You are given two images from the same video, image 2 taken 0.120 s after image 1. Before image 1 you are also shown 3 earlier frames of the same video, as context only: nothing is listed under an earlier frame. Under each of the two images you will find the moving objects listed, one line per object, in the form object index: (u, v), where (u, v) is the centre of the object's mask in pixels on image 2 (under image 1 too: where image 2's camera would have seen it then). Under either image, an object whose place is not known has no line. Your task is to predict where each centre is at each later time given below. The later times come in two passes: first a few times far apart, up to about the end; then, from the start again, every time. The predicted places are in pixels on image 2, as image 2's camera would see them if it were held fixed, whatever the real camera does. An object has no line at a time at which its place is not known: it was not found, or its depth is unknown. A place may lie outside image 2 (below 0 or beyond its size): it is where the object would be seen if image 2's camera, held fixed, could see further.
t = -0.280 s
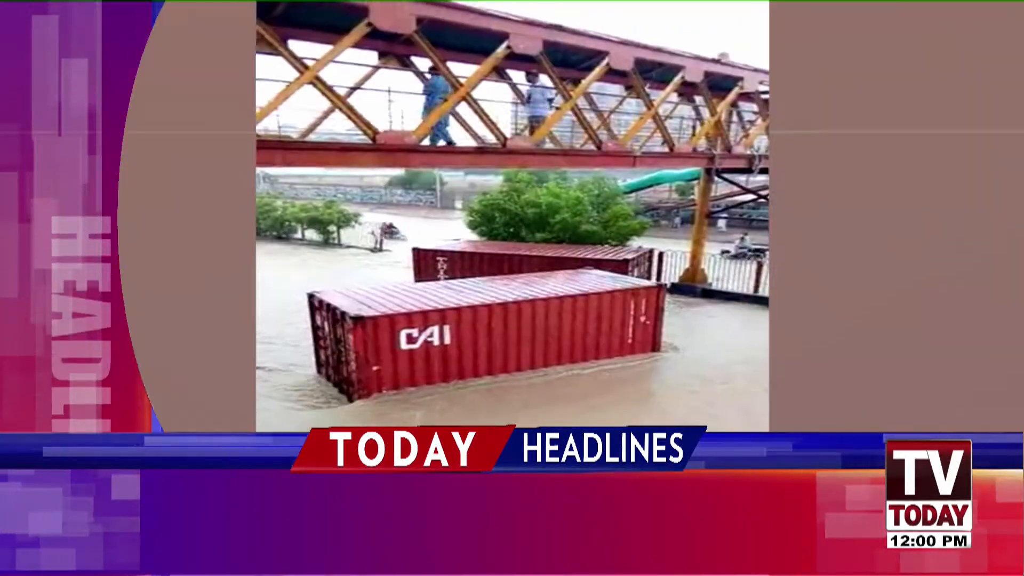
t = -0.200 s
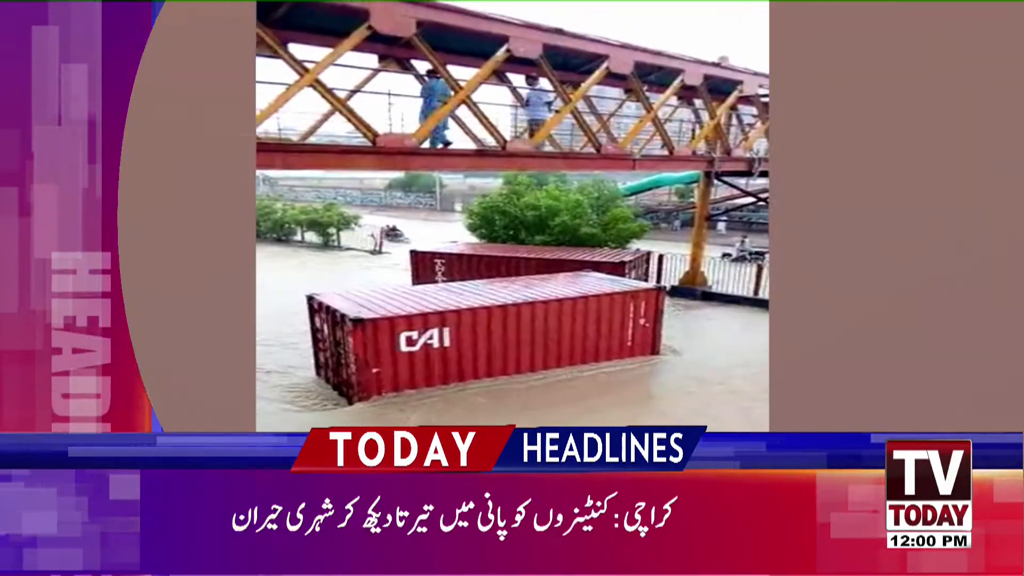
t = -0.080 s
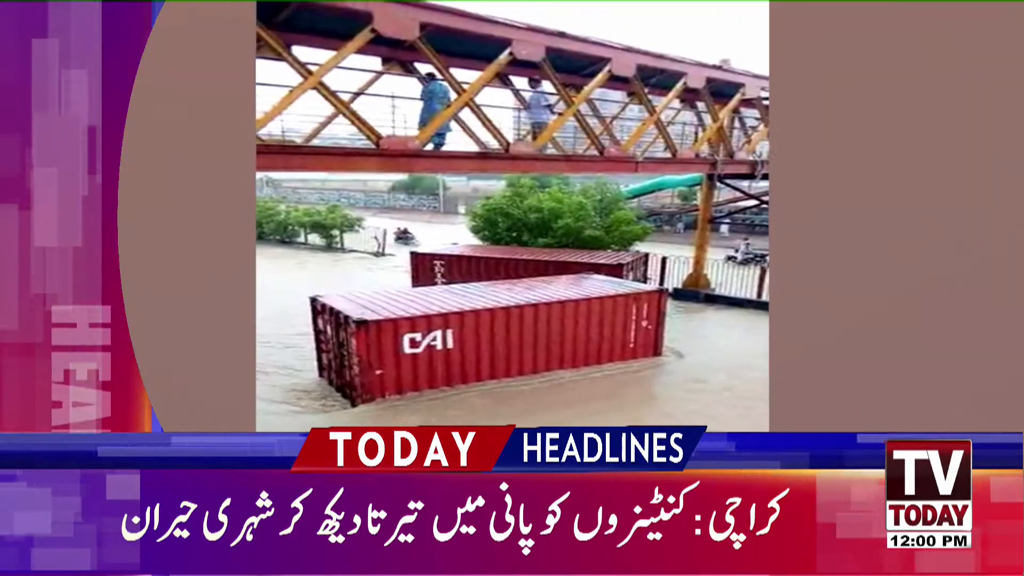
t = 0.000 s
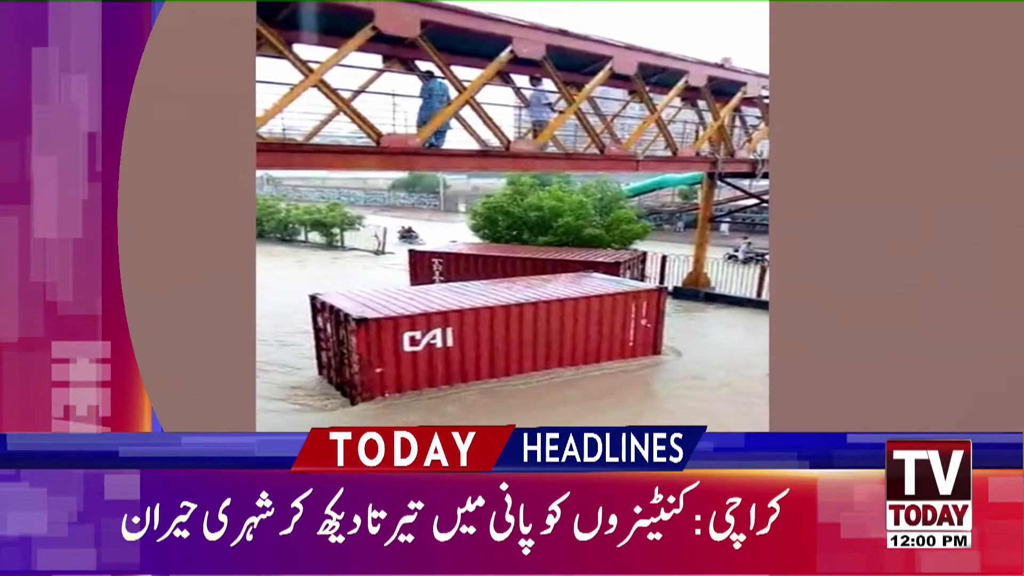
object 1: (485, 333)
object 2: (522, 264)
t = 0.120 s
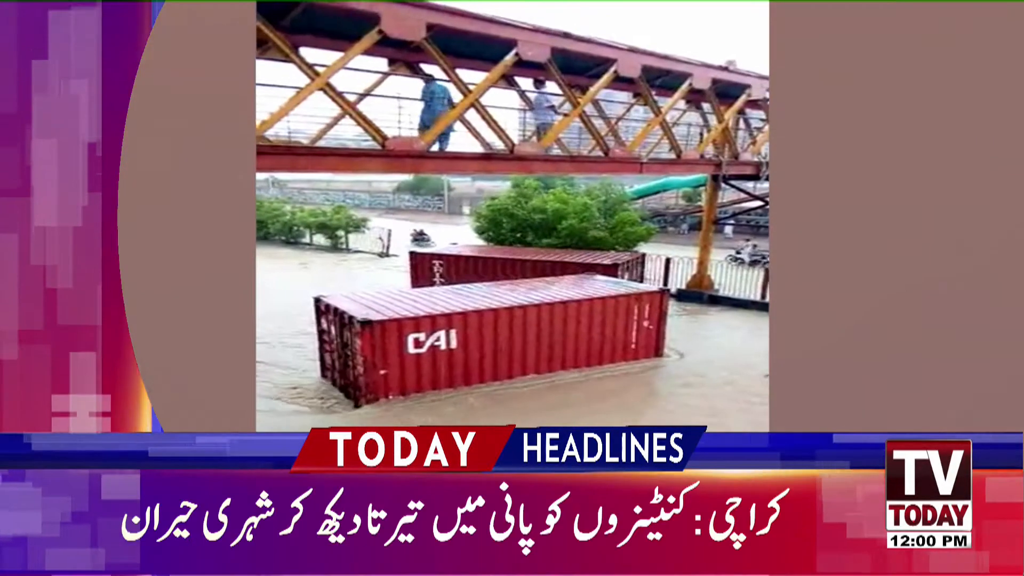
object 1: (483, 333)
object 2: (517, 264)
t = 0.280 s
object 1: (482, 333)
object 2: (512, 264)
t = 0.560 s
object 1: (478, 332)
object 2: (502, 263)
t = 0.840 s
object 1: (473, 331)
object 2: (494, 262)
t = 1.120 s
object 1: (467, 330)
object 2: (485, 262)
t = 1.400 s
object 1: (460, 329)
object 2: (475, 261)
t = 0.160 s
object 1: (483, 333)
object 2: (516, 264)
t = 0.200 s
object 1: (483, 333)
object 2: (514, 264)
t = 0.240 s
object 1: (483, 333)
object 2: (513, 264)
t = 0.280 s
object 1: (482, 333)
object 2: (512, 264)
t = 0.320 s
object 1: (482, 333)
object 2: (511, 264)
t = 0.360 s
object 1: (482, 332)
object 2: (509, 264)
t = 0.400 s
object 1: (482, 332)
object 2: (508, 263)
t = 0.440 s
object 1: (481, 332)
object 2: (507, 263)
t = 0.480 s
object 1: (480, 332)
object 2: (505, 263)
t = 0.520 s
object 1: (479, 332)
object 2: (504, 263)
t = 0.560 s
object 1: (478, 332)
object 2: (502, 263)
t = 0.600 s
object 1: (477, 332)
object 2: (501, 263)
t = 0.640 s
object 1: (477, 332)
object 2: (500, 263)
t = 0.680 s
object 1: (477, 332)
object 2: (499, 263)
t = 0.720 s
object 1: (476, 332)
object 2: (498, 263)
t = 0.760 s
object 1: (475, 332)
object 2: (497, 263)
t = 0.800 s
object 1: (474, 331)
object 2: (495, 263)
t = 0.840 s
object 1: (473, 331)
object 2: (494, 262)
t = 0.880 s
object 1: (472, 331)
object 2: (493, 262)
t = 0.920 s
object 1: (471, 331)
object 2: (492, 262)
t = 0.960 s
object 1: (471, 331)
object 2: (492, 262)
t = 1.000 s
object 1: (469, 331)
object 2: (490, 262)
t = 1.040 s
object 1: (468, 331)
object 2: (490, 262)
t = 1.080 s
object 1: (468, 331)
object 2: (489, 262)
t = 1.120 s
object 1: (467, 330)
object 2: (485, 262)
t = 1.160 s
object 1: (466, 330)
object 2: (484, 262)
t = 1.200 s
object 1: (465, 330)
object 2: (483, 261)
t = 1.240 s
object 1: (464, 330)
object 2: (481, 261)
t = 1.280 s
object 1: (463, 330)
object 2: (480, 261)
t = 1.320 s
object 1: (462, 330)
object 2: (477, 261)
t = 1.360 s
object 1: (461, 330)
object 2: (477, 261)
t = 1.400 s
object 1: (460, 329)
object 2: (475, 261)
